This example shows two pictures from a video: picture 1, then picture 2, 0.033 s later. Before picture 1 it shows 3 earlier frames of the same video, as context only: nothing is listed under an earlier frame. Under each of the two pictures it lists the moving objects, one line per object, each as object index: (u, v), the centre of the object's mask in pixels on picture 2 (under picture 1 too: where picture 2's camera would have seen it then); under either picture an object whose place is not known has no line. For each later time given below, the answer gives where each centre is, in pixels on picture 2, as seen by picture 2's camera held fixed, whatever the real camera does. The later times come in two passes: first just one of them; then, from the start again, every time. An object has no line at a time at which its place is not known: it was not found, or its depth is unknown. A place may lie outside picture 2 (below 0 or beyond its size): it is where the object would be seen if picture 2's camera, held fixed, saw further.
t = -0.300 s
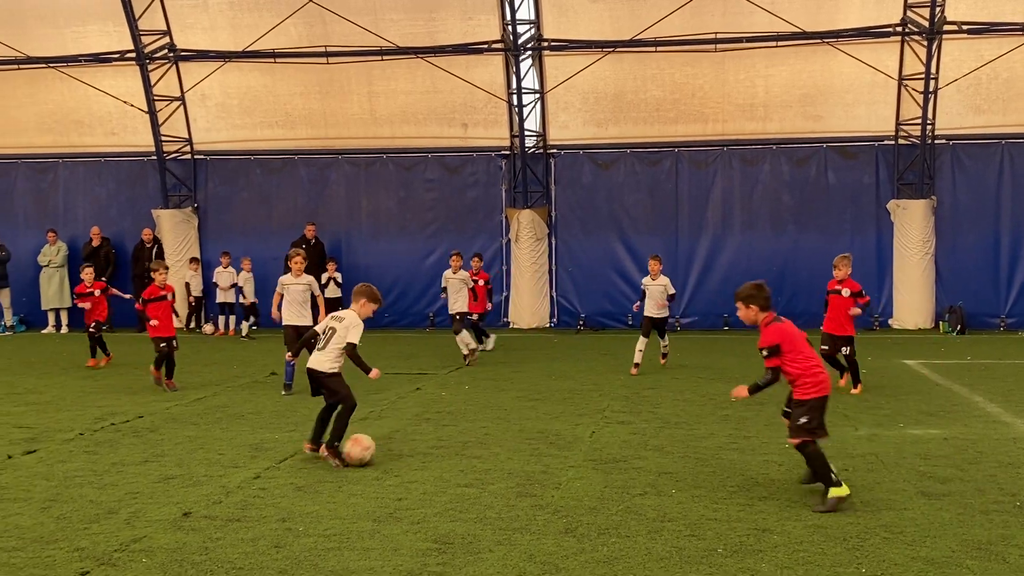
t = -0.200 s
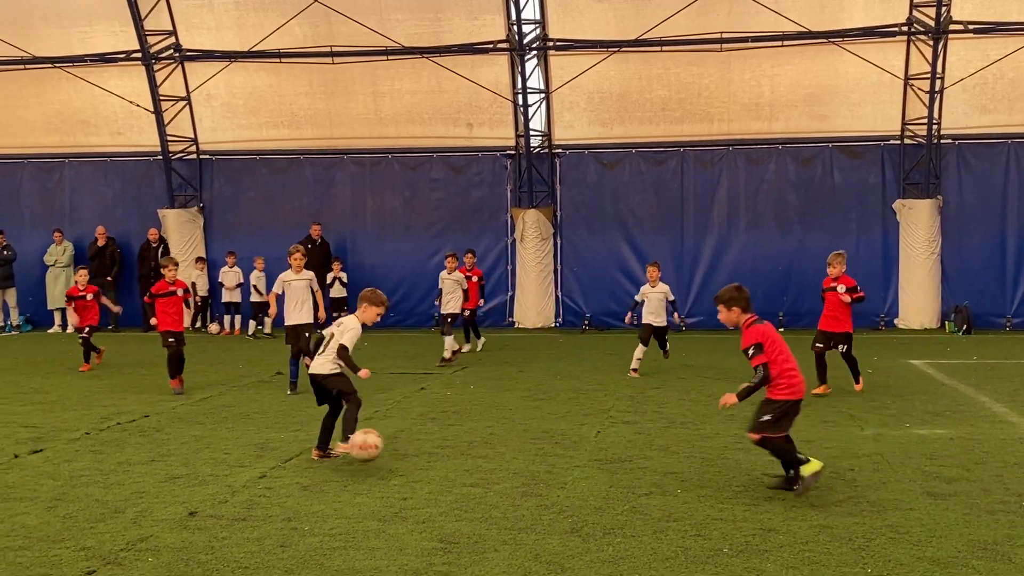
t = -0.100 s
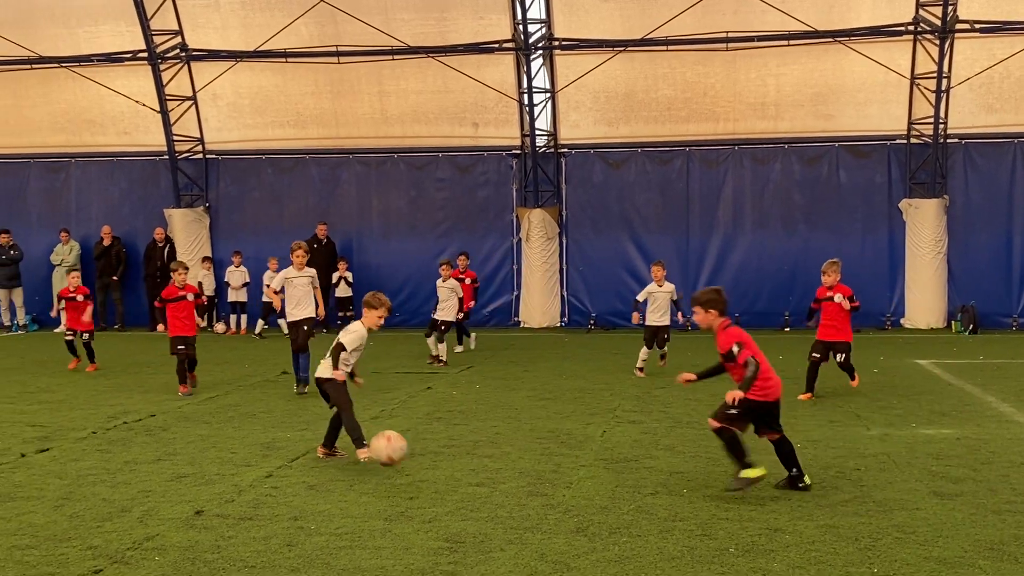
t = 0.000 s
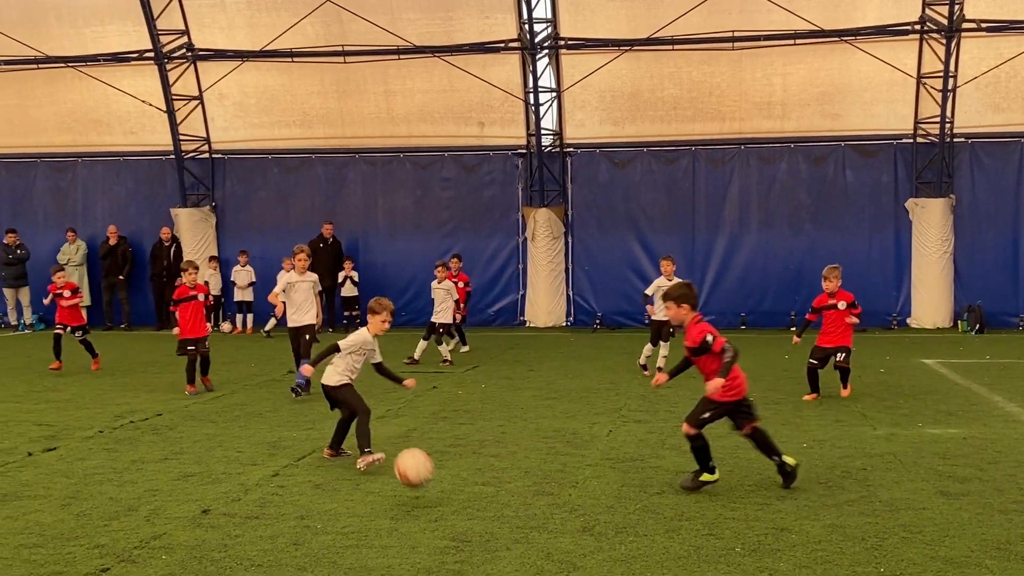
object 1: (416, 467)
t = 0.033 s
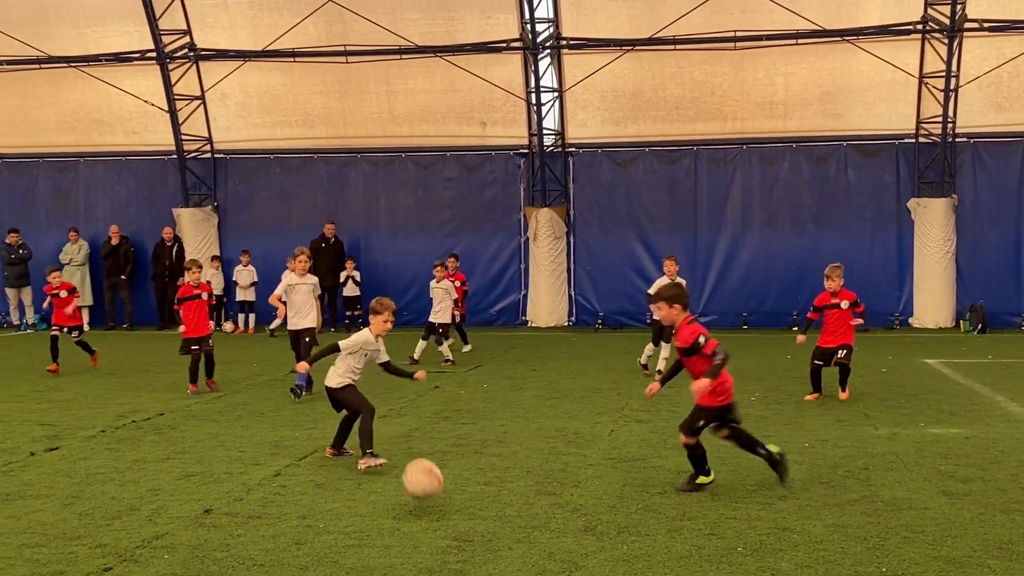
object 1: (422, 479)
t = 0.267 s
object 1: (436, 513)
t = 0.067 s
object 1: (430, 495)
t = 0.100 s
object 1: (436, 507)
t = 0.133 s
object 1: (435, 504)
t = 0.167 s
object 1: (435, 503)
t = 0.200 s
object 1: (436, 504)
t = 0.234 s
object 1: (436, 507)
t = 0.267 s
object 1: (436, 513)
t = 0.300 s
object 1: (437, 521)
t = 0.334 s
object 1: (437, 532)
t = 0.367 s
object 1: (437, 546)
